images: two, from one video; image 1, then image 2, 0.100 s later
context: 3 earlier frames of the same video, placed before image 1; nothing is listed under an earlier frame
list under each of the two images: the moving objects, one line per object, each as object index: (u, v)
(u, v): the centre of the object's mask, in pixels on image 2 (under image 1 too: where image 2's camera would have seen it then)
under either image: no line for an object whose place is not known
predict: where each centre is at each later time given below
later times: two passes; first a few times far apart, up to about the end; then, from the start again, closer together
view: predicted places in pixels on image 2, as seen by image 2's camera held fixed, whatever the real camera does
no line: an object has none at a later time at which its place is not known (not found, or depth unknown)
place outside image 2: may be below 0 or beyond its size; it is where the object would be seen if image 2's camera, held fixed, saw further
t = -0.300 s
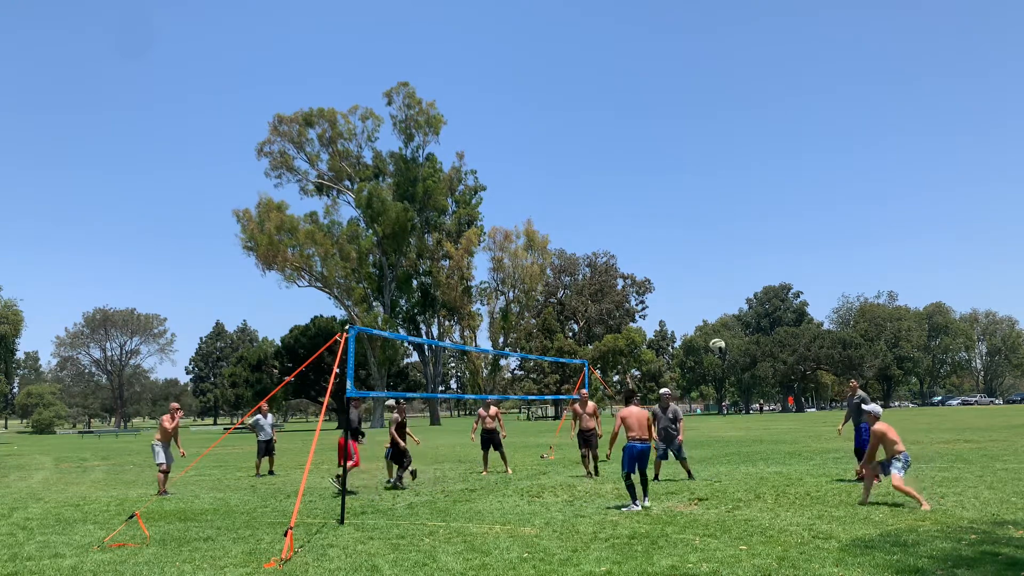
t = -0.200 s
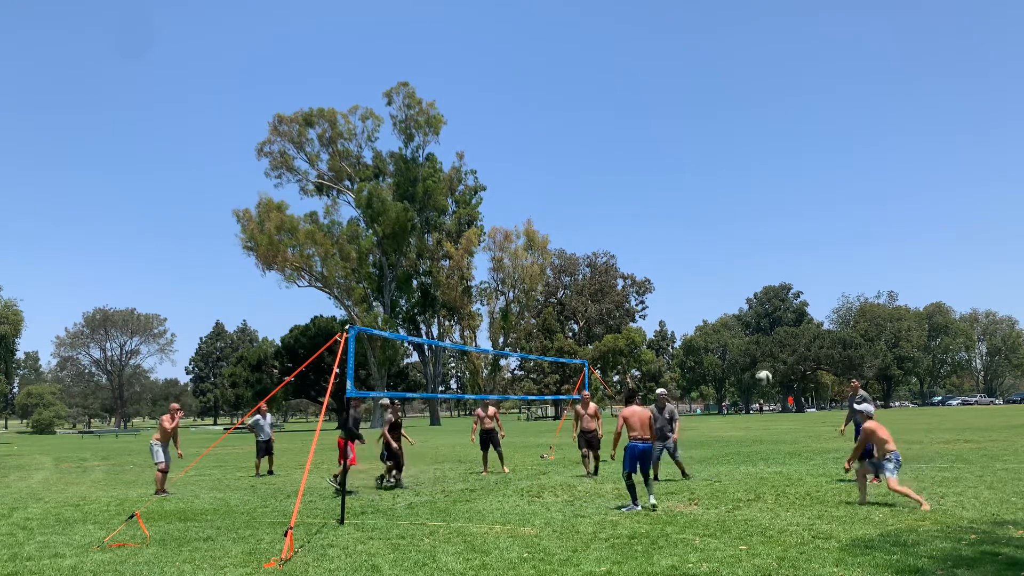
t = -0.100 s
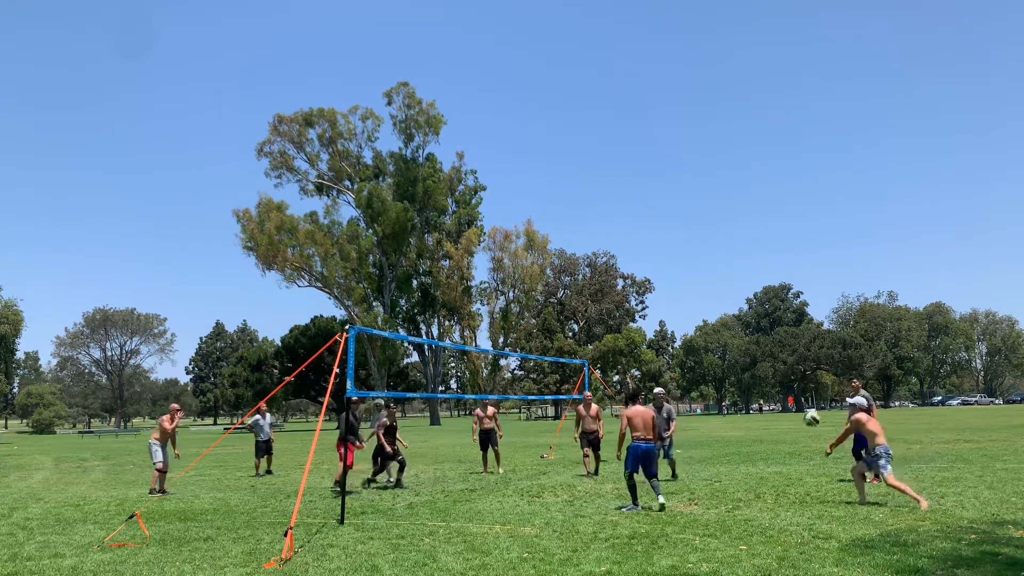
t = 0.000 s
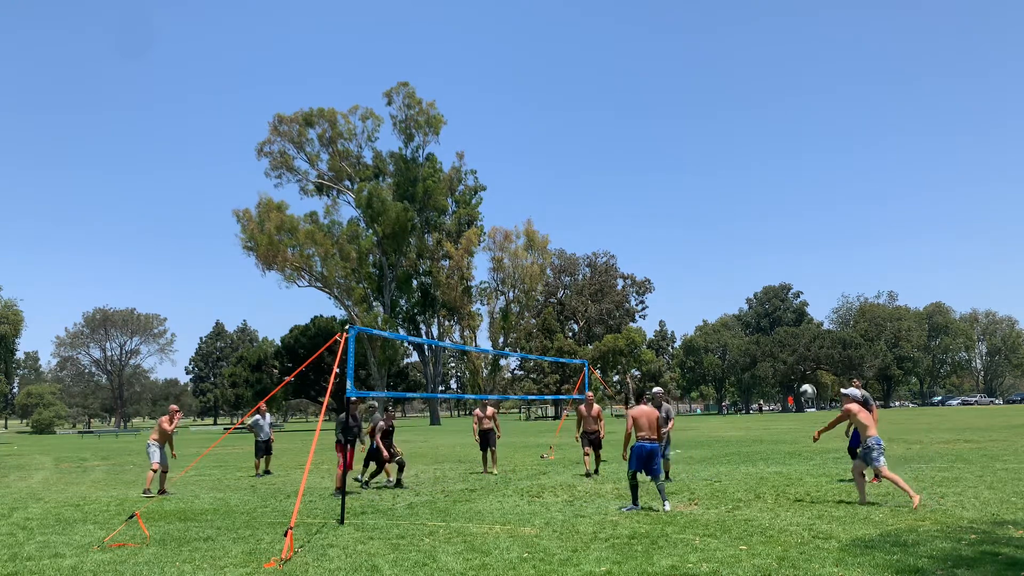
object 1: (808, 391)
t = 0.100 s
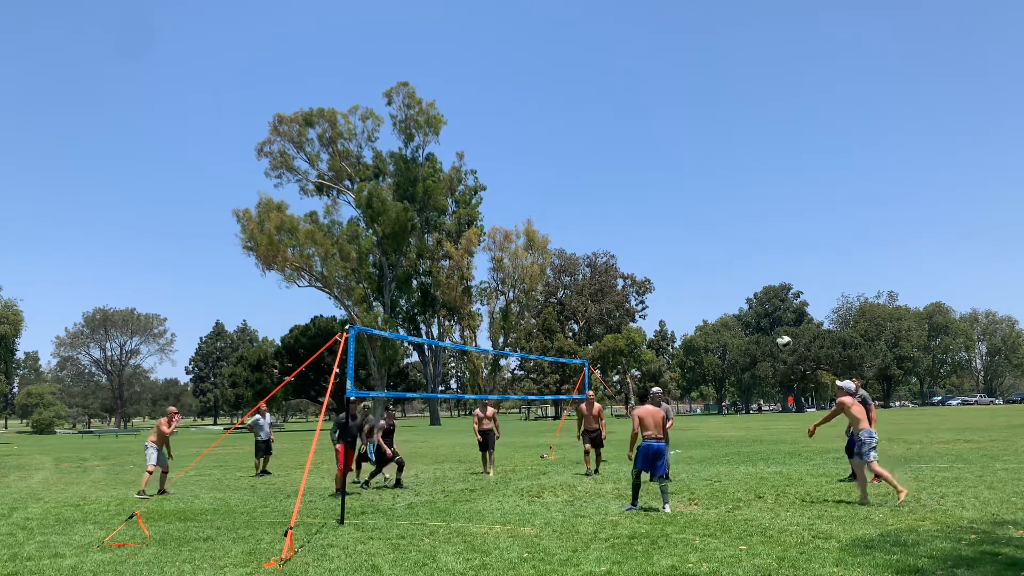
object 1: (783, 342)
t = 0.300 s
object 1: (744, 274)
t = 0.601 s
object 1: (697, 231)
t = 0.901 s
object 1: (663, 244)
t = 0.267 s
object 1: (750, 283)
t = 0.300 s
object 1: (744, 274)
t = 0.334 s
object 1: (738, 267)
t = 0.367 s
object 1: (732, 259)
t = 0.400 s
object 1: (727, 253)
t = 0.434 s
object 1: (721, 247)
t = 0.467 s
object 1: (716, 243)
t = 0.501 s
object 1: (711, 238)
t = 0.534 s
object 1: (707, 235)
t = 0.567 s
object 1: (702, 233)
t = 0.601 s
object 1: (697, 231)
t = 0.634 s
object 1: (693, 230)
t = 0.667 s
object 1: (689, 230)
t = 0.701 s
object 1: (685, 230)
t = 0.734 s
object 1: (681, 231)
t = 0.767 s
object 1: (677, 232)
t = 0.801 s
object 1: (674, 234)
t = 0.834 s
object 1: (670, 237)
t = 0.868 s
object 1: (667, 240)
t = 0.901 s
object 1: (663, 244)
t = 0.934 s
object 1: (660, 248)
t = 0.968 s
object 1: (657, 253)
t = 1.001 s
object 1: (654, 258)
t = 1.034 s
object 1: (651, 264)
